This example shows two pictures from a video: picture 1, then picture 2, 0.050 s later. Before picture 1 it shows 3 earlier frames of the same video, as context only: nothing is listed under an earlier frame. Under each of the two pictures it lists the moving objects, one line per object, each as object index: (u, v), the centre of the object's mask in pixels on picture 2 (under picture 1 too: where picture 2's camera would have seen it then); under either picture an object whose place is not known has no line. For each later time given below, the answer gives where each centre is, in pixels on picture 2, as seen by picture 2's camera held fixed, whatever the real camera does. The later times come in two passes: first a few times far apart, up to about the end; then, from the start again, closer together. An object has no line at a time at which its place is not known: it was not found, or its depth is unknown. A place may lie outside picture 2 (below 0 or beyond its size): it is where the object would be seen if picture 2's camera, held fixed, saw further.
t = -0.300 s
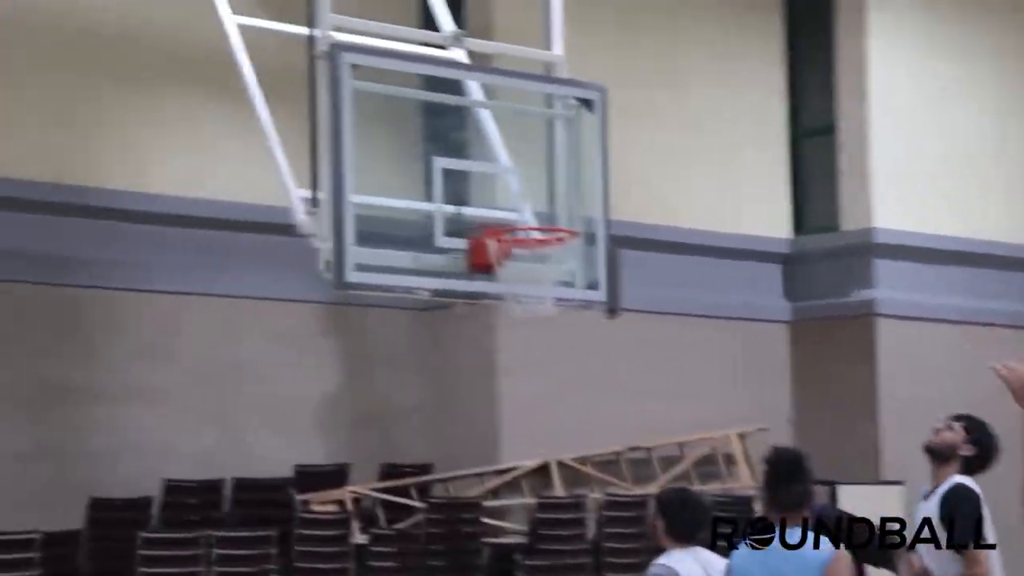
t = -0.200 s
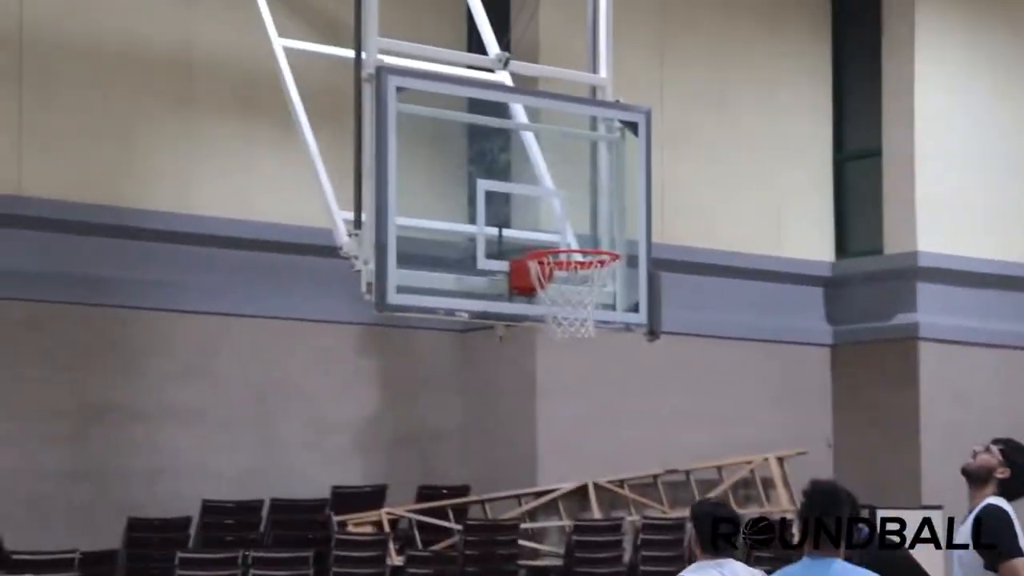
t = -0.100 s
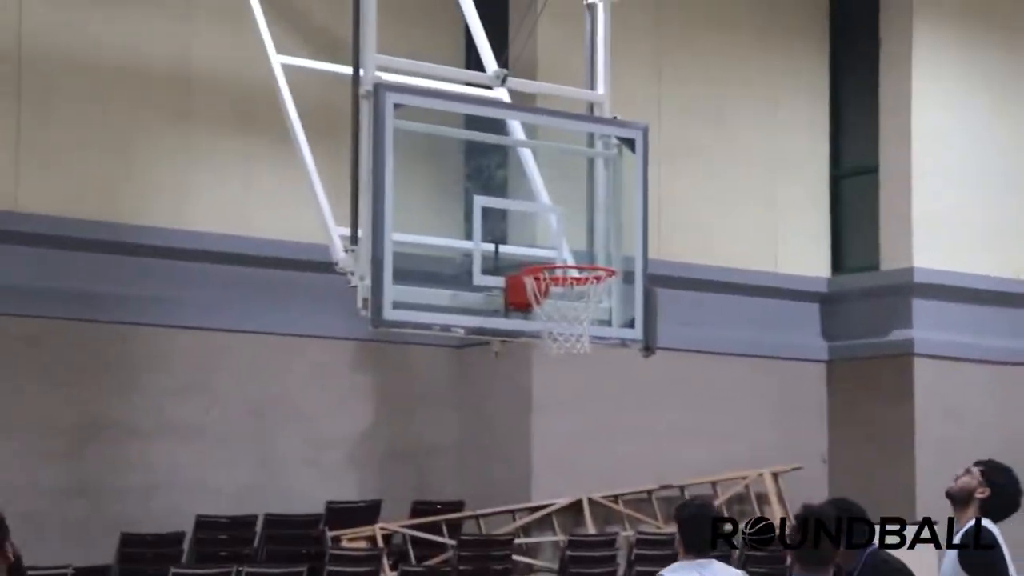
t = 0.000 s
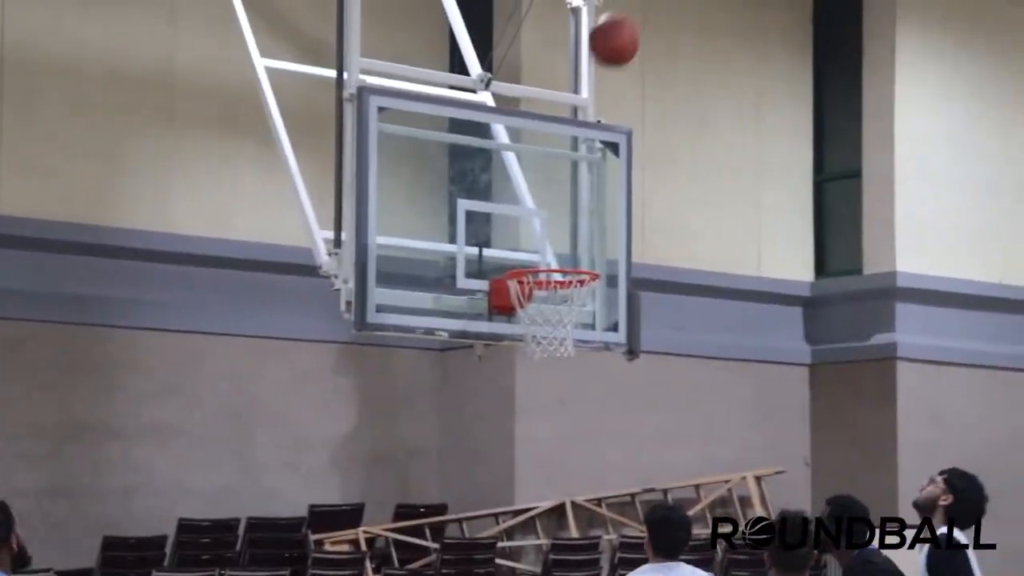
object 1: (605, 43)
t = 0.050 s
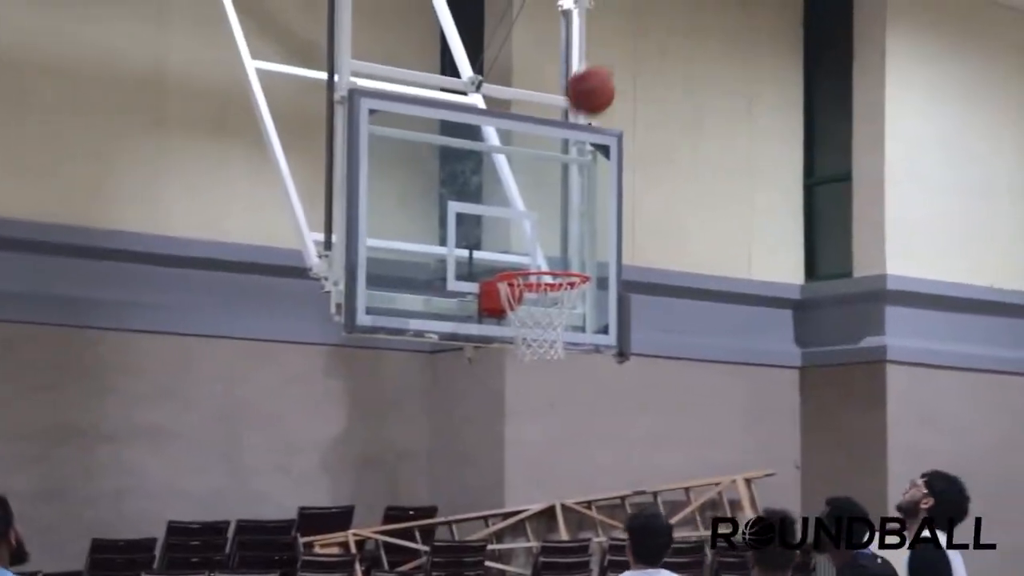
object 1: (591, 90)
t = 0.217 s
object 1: (545, 257)
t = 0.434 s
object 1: (553, 366)
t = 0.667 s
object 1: (585, 527)
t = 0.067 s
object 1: (585, 107)
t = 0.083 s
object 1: (581, 124)
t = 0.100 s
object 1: (576, 141)
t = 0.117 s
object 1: (571, 159)
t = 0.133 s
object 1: (566, 176)
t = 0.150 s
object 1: (562, 194)
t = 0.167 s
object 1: (557, 211)
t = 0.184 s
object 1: (553, 230)
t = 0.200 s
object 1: (549, 249)
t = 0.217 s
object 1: (545, 257)
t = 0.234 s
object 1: (541, 270)
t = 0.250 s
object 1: (540, 281)
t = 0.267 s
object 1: (533, 294)
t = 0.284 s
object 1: (531, 299)
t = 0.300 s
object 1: (535, 306)
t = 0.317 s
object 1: (537, 313)
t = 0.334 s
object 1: (542, 313)
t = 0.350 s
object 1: (538, 325)
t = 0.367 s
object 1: (540, 332)
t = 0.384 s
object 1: (544, 338)
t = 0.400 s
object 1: (545, 351)
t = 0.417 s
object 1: (551, 362)
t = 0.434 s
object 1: (553, 366)
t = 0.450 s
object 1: (555, 370)
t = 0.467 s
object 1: (556, 377)
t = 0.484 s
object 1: (559, 387)
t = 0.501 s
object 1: (561, 397)
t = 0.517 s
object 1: (563, 408)
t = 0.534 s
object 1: (565, 419)
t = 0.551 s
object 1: (567, 431)
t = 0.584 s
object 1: (571, 457)
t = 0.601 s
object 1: (573, 471)
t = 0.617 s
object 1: (576, 484)
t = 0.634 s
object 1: (580, 500)
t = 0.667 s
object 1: (585, 527)
